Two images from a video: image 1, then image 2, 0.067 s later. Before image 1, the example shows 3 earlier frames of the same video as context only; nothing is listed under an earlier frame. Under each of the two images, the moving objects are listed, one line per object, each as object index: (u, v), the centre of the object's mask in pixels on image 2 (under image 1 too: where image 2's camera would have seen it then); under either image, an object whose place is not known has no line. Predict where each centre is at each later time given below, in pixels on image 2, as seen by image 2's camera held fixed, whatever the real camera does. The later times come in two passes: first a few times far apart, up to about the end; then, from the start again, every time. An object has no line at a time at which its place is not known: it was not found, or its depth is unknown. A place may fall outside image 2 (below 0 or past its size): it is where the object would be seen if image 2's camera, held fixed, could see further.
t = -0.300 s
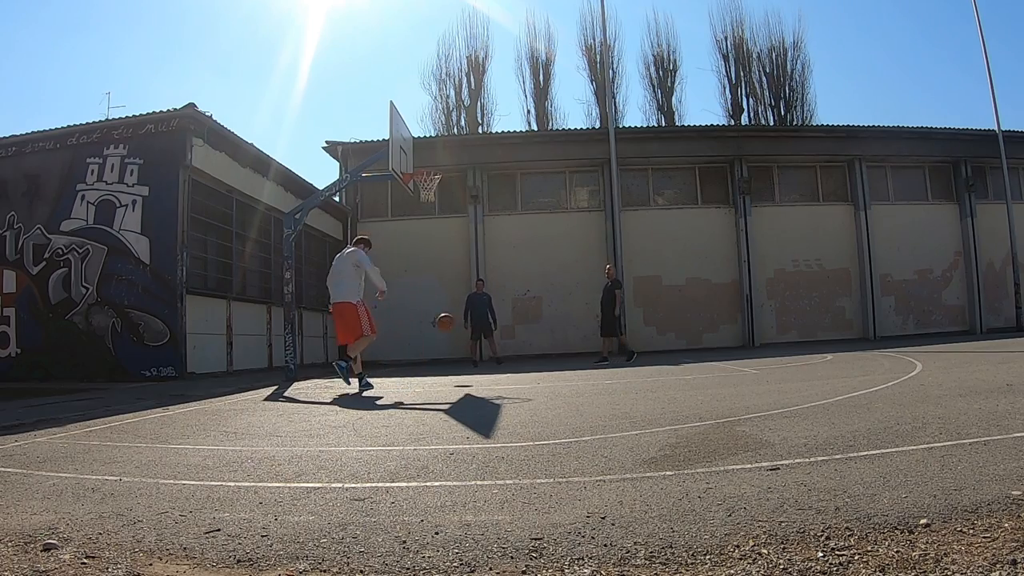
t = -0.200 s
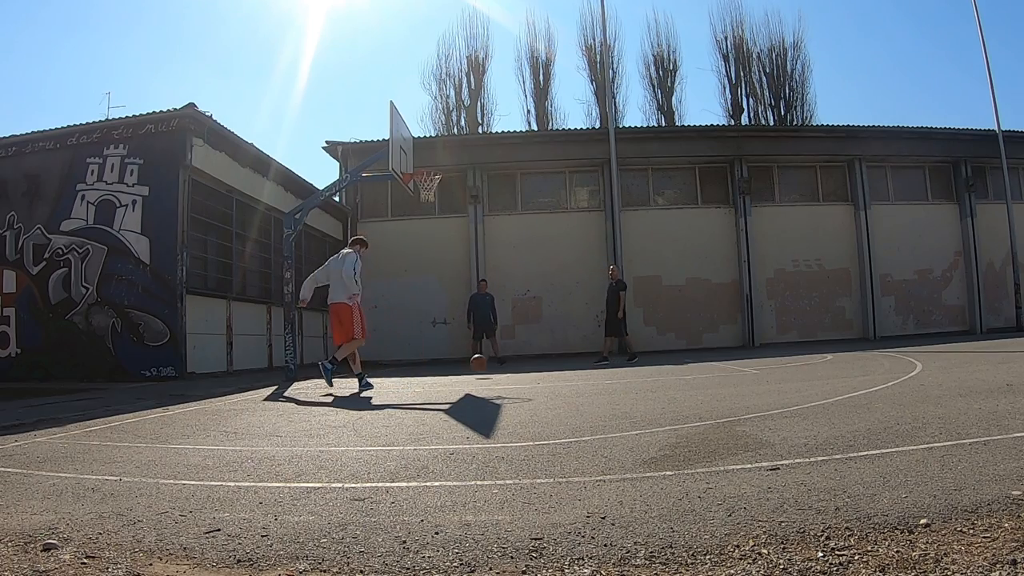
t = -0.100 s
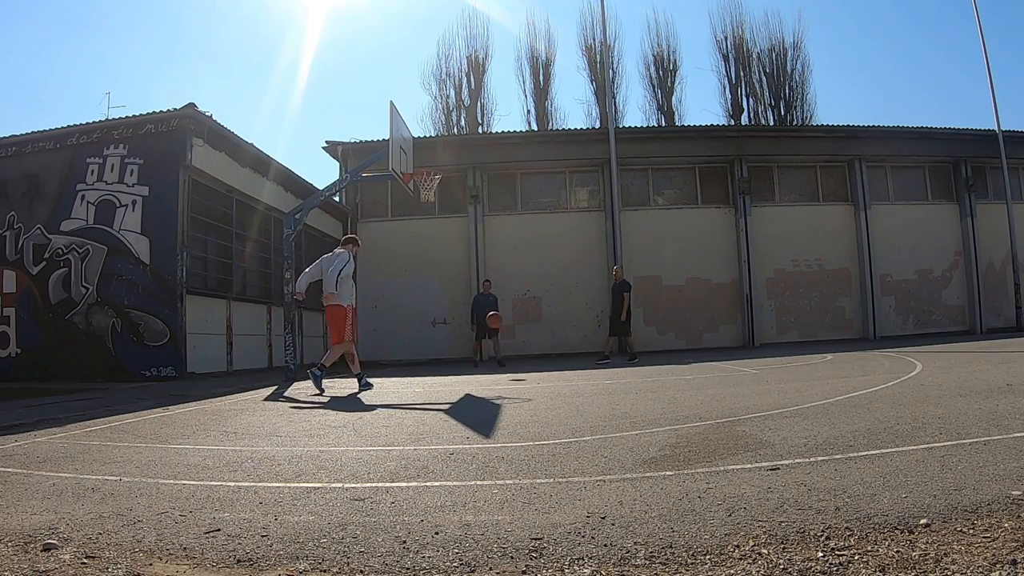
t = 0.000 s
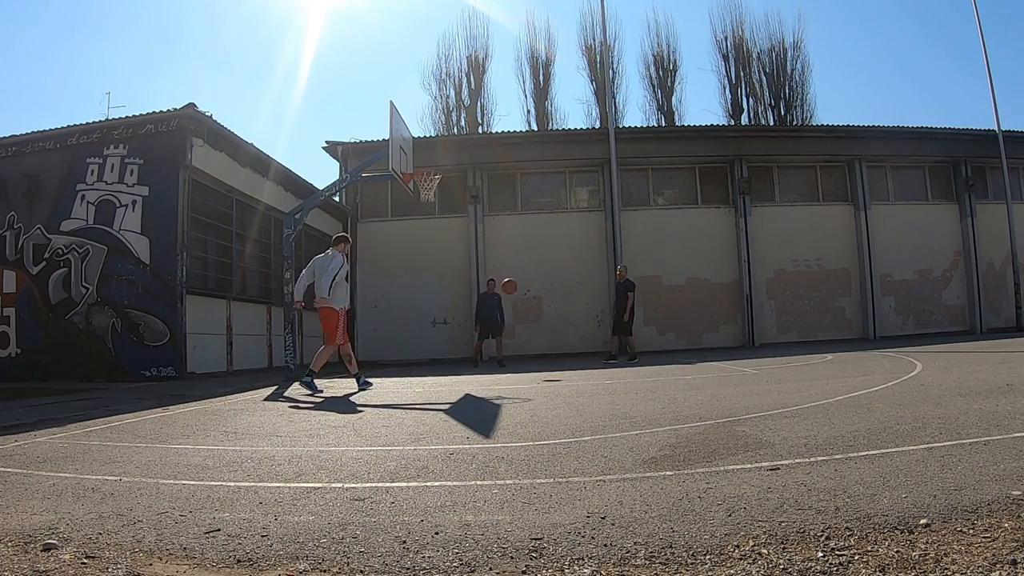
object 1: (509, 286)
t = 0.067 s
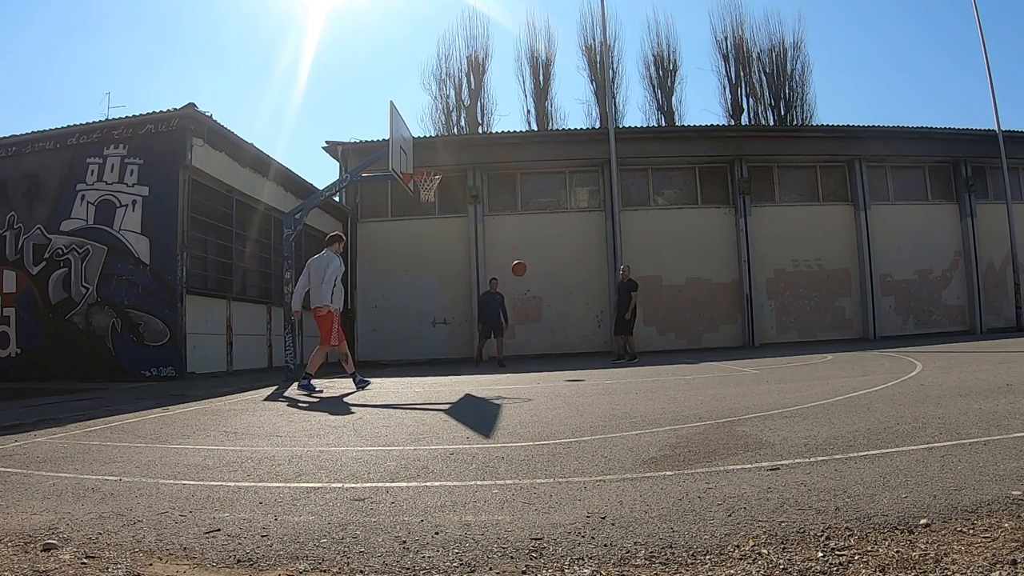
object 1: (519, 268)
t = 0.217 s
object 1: (539, 241)
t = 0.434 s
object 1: (567, 230)
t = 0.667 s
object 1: (595, 248)
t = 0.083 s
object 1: (521, 264)
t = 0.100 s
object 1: (523, 260)
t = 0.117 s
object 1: (526, 257)
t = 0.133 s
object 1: (528, 254)
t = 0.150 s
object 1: (530, 251)
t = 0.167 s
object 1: (533, 248)
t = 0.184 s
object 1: (535, 246)
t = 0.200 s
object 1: (537, 243)
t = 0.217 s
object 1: (539, 241)
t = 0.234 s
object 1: (541, 239)
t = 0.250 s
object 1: (544, 237)
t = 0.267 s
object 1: (546, 236)
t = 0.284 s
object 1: (548, 234)
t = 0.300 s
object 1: (550, 233)
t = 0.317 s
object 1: (553, 232)
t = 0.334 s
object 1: (555, 231)
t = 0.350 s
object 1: (557, 231)
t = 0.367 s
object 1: (559, 230)
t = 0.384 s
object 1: (561, 230)
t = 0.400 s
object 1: (563, 230)
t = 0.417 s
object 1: (565, 230)
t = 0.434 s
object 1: (567, 230)
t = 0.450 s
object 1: (570, 230)
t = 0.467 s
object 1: (572, 230)
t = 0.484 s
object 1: (573, 231)
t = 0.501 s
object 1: (576, 232)
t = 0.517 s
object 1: (578, 233)
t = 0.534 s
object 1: (580, 234)
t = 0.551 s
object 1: (582, 235)
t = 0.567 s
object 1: (584, 237)
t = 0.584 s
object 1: (586, 238)
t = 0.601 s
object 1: (588, 240)
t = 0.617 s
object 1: (590, 242)
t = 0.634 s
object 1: (591, 244)
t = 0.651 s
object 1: (593, 246)
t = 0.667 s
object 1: (595, 248)
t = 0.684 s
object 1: (597, 250)
